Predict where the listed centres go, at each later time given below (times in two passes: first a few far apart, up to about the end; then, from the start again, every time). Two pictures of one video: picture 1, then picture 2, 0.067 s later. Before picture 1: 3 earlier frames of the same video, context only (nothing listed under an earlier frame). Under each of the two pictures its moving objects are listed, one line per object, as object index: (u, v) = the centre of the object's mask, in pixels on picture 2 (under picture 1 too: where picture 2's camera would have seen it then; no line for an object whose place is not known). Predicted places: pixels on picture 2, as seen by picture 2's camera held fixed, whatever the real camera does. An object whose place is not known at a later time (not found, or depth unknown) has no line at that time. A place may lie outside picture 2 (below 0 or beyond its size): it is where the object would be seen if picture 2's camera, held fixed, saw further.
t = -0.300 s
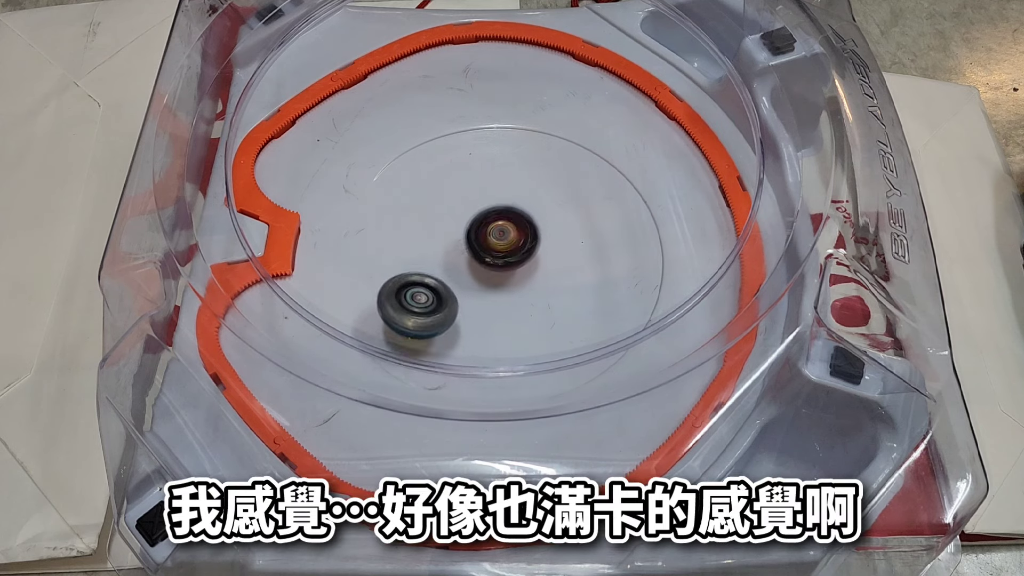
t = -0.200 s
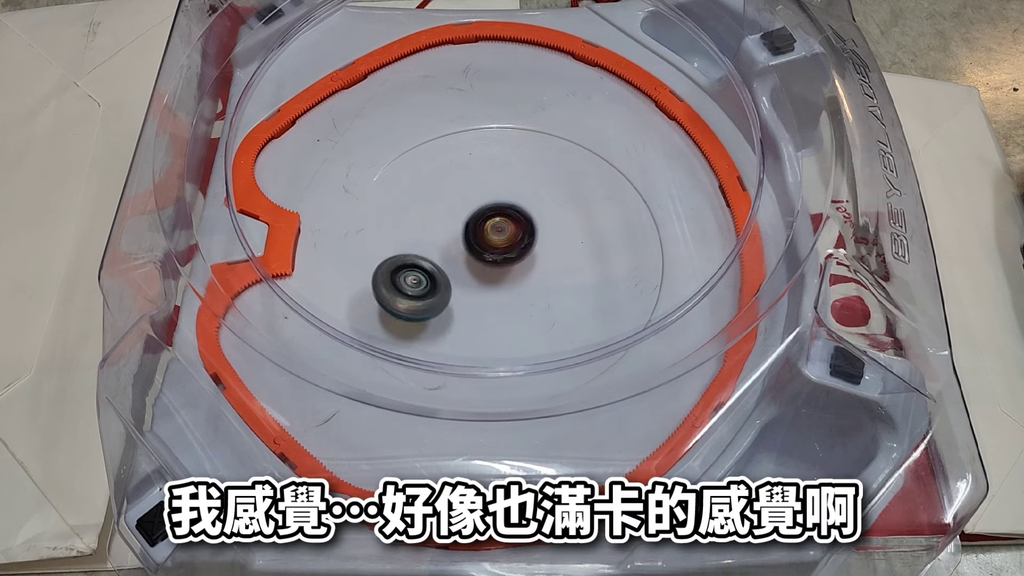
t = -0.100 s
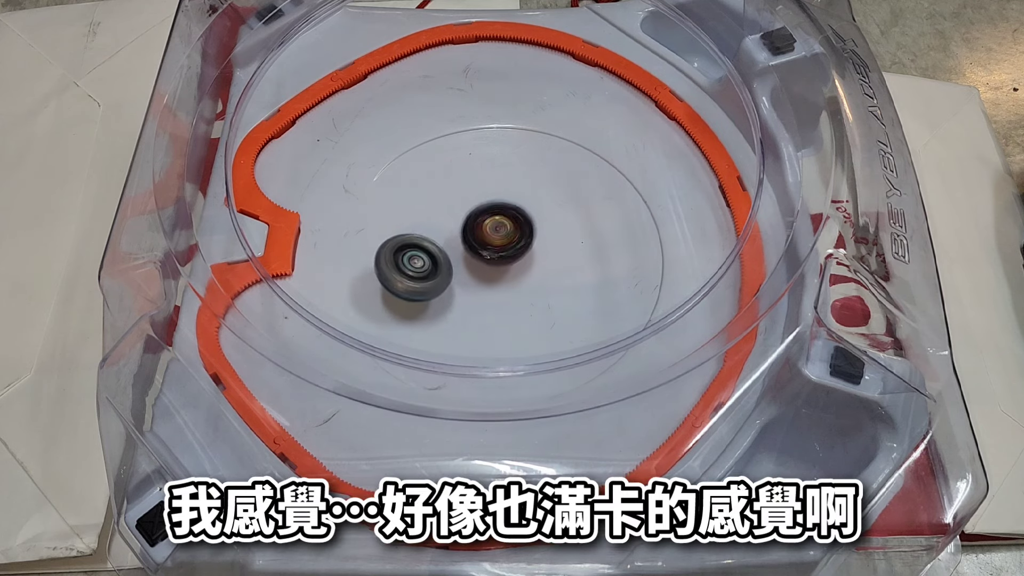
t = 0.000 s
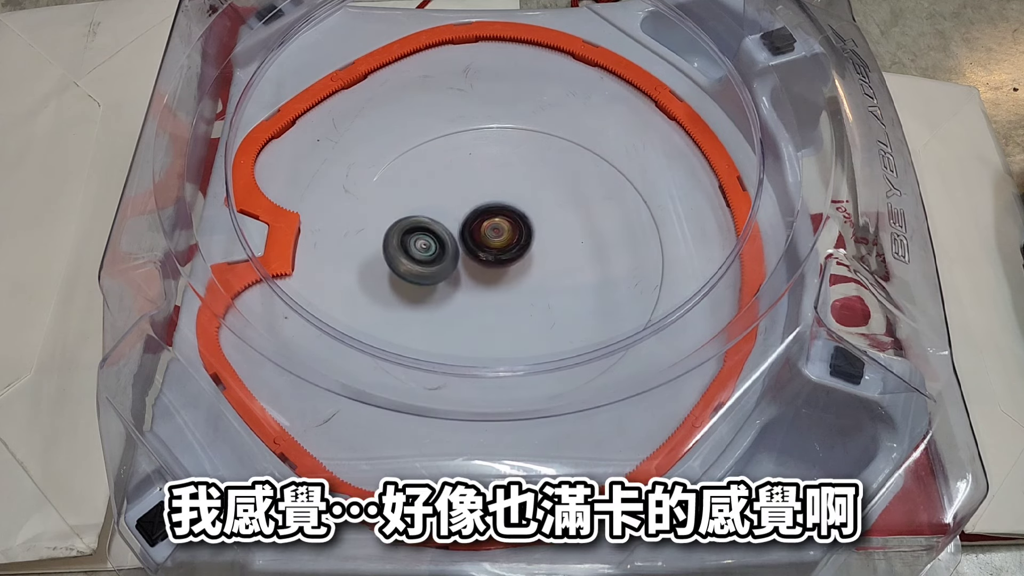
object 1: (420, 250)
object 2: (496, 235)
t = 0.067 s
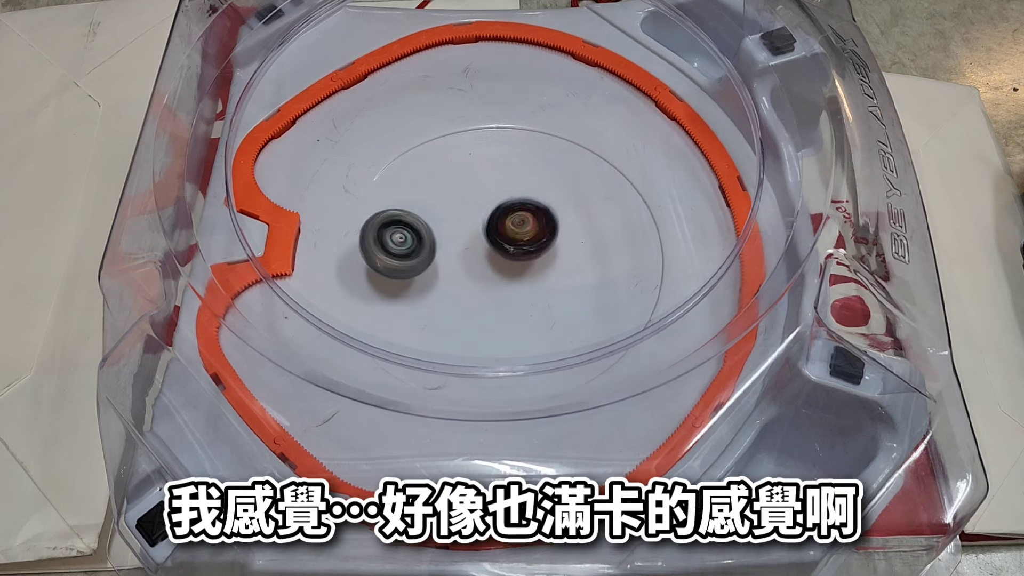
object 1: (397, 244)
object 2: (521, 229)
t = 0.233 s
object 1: (408, 229)
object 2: (562, 231)
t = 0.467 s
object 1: (458, 214)
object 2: (569, 254)
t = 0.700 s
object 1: (504, 185)
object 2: (514, 276)
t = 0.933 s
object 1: (538, 187)
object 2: (452, 285)
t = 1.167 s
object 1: (549, 219)
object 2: (432, 246)
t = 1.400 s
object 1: (543, 262)
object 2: (476, 216)
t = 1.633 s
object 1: (549, 302)
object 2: (496, 184)
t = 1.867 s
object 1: (526, 301)
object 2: (520, 209)
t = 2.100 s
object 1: (446, 354)
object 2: (541, 184)
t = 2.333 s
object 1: (435, 330)
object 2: (567, 169)
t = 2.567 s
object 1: (449, 285)
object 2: (535, 211)
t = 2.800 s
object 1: (407, 268)
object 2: (554, 221)
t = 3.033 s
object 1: (455, 254)
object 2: (535, 255)
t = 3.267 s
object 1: (410, 246)
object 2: (580, 272)
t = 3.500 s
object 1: (447, 256)
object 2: (536, 276)
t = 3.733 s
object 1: (376, 224)
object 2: (597, 289)
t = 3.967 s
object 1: (401, 242)
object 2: (566, 280)
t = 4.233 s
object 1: (414, 258)
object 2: (496, 224)
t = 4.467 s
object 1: (435, 271)
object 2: (461, 187)
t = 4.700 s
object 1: (467, 282)
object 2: (451, 186)
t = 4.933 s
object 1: (499, 284)
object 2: (466, 228)
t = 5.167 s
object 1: (556, 314)
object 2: (472, 240)
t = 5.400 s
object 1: (566, 306)
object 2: (484, 250)
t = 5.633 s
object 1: (565, 309)
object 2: (485, 244)
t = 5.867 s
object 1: (575, 313)
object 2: (496, 210)
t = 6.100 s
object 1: (553, 278)
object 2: (516, 217)
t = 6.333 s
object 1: (522, 285)
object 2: (547, 206)
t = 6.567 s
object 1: (494, 285)
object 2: (552, 218)
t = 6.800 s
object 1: (407, 320)
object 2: (566, 185)
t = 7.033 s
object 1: (390, 315)
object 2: (559, 199)
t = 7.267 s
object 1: (426, 291)
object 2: (501, 242)
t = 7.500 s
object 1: (392, 341)
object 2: (527, 203)
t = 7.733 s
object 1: (457, 316)
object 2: (523, 235)
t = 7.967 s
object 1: (436, 366)
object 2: (533, 211)
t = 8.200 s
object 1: (453, 327)
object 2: (550, 199)
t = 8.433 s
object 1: (483, 283)
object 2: (529, 225)
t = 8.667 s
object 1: (497, 281)
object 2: (515, 220)
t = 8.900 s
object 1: (514, 298)
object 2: (496, 224)
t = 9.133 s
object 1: (507, 300)
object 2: (476, 238)
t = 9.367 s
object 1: (516, 297)
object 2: (458, 232)
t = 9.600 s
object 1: (532, 284)
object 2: (466, 237)
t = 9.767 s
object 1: (552, 280)
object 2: (479, 245)
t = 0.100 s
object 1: (393, 240)
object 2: (531, 228)
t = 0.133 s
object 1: (393, 237)
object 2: (539, 228)
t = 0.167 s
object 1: (396, 233)
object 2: (547, 228)
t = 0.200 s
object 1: (402, 231)
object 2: (555, 229)
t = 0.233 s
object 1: (408, 229)
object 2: (562, 231)
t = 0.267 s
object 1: (415, 228)
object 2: (568, 233)
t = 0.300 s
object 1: (421, 226)
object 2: (572, 235)
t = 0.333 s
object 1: (429, 224)
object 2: (575, 239)
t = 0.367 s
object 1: (436, 222)
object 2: (576, 242)
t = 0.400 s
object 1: (443, 220)
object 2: (575, 246)
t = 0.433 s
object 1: (450, 216)
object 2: (573, 250)
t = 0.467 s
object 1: (458, 214)
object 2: (569, 254)
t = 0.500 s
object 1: (465, 211)
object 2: (563, 257)
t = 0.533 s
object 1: (473, 208)
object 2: (556, 259)
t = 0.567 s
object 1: (480, 205)
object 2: (547, 261)
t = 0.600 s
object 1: (488, 204)
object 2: (538, 262)
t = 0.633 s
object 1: (496, 201)
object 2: (528, 263)
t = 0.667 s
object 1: (500, 192)
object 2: (522, 270)
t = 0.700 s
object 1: (504, 185)
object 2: (514, 276)
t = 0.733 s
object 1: (510, 180)
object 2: (507, 280)
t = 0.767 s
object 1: (516, 179)
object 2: (497, 283)
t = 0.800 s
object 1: (522, 179)
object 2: (489, 285)
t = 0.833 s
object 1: (526, 181)
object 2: (479, 287)
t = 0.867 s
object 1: (531, 182)
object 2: (470, 288)
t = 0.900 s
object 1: (534, 185)
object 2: (461, 287)
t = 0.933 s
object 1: (538, 187)
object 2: (452, 285)
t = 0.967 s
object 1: (541, 191)
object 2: (445, 281)
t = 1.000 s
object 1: (543, 194)
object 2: (438, 277)
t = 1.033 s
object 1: (546, 199)
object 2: (433, 271)
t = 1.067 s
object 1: (547, 203)
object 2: (430, 266)
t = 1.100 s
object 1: (549, 208)
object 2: (429, 260)
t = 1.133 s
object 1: (549, 213)
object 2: (429, 253)
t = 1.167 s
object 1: (549, 219)
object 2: (432, 246)
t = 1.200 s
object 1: (548, 225)
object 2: (436, 240)
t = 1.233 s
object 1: (547, 230)
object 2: (441, 235)
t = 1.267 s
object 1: (546, 236)
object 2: (448, 230)
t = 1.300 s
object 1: (544, 241)
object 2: (456, 226)
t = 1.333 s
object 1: (542, 247)
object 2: (464, 223)
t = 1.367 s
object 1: (540, 253)
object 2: (473, 221)
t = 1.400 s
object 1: (543, 262)
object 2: (476, 216)
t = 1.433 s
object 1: (549, 274)
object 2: (475, 208)
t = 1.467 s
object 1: (552, 285)
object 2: (476, 202)
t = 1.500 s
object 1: (551, 291)
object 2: (479, 196)
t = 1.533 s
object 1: (550, 295)
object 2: (483, 192)
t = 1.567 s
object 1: (549, 298)
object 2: (487, 188)
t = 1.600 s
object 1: (550, 300)
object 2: (492, 186)
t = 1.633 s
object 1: (549, 302)
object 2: (496, 184)
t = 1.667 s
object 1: (549, 303)
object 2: (501, 184)
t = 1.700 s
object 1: (547, 304)
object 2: (506, 185)
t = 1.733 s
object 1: (544, 304)
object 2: (510, 188)
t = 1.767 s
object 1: (540, 303)
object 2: (513, 192)
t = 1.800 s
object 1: (536, 303)
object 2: (516, 197)
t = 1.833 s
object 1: (531, 302)
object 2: (519, 202)
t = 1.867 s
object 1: (526, 301)
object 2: (520, 209)
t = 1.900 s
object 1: (520, 300)
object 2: (522, 216)
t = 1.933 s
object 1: (513, 298)
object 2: (522, 224)
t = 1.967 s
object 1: (506, 296)
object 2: (521, 231)
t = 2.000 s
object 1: (495, 304)
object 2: (523, 227)
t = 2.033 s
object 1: (476, 327)
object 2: (530, 208)
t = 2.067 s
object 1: (460, 340)
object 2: (536, 194)
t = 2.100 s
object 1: (446, 354)
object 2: (541, 184)
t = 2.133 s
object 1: (437, 356)
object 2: (545, 178)
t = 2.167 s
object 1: (436, 350)
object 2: (550, 173)
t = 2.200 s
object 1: (437, 341)
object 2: (555, 169)
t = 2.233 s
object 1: (436, 338)
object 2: (560, 166)
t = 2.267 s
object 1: (436, 336)
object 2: (564, 165)
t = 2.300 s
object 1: (436, 333)
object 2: (566, 166)
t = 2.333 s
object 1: (435, 330)
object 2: (567, 169)
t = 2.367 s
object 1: (435, 325)
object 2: (566, 173)
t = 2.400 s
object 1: (435, 319)
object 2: (563, 178)
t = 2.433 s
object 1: (437, 313)
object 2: (559, 185)
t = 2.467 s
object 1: (439, 307)
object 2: (553, 191)
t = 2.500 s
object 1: (441, 300)
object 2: (548, 198)
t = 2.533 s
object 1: (445, 292)
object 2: (542, 204)
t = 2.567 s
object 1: (449, 285)
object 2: (535, 211)
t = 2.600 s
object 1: (453, 277)
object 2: (527, 219)
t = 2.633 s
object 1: (457, 269)
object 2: (519, 227)
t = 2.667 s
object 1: (440, 272)
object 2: (530, 221)
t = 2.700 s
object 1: (423, 275)
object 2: (540, 216)
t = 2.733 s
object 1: (412, 275)
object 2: (547, 215)
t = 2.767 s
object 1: (407, 272)
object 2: (551, 218)
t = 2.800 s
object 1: (407, 268)
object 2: (554, 221)
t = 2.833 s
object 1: (412, 265)
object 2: (556, 226)
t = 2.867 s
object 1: (418, 264)
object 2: (557, 231)
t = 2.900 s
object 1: (425, 262)
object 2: (555, 236)
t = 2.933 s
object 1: (432, 260)
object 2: (553, 241)
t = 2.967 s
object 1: (440, 258)
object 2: (548, 246)
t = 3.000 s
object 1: (447, 257)
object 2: (542, 251)
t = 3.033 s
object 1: (455, 254)
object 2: (535, 255)
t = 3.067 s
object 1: (438, 253)
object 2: (550, 255)
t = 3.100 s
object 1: (420, 250)
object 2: (564, 256)
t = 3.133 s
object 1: (408, 248)
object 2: (572, 258)
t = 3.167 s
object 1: (403, 246)
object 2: (576, 261)
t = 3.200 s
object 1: (403, 245)
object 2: (579, 265)
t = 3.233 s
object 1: (406, 245)
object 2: (581, 268)
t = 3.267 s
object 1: (410, 246)
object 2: (580, 272)
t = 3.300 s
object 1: (415, 248)
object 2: (577, 275)
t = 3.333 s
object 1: (420, 250)
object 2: (573, 277)
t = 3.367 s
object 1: (425, 251)
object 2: (567, 278)
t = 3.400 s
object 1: (431, 253)
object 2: (559, 279)
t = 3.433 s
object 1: (437, 255)
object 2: (552, 278)
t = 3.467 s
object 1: (442, 256)
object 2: (544, 277)
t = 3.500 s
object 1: (447, 256)
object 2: (536, 276)
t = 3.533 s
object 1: (451, 257)
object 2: (530, 274)
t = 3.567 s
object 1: (424, 247)
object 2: (555, 277)
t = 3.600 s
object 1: (402, 239)
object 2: (574, 280)
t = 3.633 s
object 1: (387, 231)
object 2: (585, 283)
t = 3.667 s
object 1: (378, 225)
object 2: (591, 285)
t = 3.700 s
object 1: (375, 223)
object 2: (594, 287)
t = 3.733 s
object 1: (376, 224)
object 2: (597, 289)
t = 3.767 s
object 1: (379, 226)
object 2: (598, 290)
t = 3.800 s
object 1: (382, 228)
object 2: (597, 291)
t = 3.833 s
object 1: (385, 231)
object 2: (593, 291)
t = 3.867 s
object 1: (388, 234)
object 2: (587, 289)
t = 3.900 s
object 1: (392, 237)
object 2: (580, 286)
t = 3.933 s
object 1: (396, 239)
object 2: (573, 284)
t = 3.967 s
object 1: (401, 242)
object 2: (566, 280)
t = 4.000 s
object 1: (405, 244)
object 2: (558, 277)
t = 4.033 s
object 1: (410, 246)
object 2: (548, 272)
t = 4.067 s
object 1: (415, 248)
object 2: (537, 266)
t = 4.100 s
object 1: (421, 250)
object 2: (525, 259)
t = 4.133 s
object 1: (427, 252)
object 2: (513, 252)
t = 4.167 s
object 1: (428, 253)
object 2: (505, 243)
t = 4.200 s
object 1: (420, 257)
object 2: (502, 233)
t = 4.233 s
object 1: (414, 258)
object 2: (496, 224)
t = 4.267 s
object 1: (413, 257)
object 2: (491, 217)
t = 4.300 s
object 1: (415, 258)
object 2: (485, 210)
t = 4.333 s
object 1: (419, 261)
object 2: (479, 204)
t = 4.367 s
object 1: (422, 263)
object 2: (473, 198)
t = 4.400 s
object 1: (427, 266)
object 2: (469, 194)
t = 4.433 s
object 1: (431, 268)
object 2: (466, 190)
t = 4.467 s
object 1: (435, 271)
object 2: (461, 187)
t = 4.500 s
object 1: (439, 273)
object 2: (458, 183)
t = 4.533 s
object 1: (443, 275)
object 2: (455, 181)
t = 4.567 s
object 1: (448, 277)
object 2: (451, 179)
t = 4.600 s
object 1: (452, 278)
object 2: (450, 179)
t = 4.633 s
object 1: (458, 280)
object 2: (450, 179)
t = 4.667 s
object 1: (463, 281)
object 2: (450, 182)
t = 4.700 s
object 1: (467, 282)
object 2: (451, 186)
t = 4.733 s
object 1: (472, 282)
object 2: (452, 191)
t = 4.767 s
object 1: (477, 282)
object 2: (453, 197)
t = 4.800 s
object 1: (482, 283)
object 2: (455, 202)
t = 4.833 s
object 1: (486, 283)
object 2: (457, 208)
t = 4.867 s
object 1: (491, 283)
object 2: (460, 214)
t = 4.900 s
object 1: (495, 283)
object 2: (463, 221)
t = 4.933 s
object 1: (499, 284)
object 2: (466, 228)
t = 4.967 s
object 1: (508, 288)
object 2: (469, 233)
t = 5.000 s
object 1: (514, 291)
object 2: (472, 238)
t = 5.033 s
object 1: (520, 293)
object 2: (474, 243)
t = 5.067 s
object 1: (532, 301)
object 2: (473, 243)
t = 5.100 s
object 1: (543, 308)
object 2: (471, 241)
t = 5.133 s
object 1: (550, 312)
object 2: (471, 240)
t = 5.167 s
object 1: (556, 314)
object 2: (472, 240)
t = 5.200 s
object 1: (560, 314)
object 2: (473, 241)
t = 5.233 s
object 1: (563, 313)
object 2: (475, 242)
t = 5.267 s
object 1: (565, 311)
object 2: (477, 243)
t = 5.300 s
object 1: (566, 310)
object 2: (479, 244)
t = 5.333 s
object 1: (566, 308)
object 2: (481, 246)
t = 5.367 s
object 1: (567, 307)
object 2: (482, 248)
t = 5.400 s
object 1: (566, 306)
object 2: (484, 250)
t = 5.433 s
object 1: (565, 305)
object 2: (485, 252)
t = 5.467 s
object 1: (563, 303)
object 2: (487, 253)
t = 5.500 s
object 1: (560, 301)
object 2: (488, 255)
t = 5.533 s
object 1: (557, 299)
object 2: (490, 256)
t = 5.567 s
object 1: (554, 296)
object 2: (491, 257)
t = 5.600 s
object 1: (554, 296)
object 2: (490, 255)
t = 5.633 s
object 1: (565, 309)
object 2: (485, 244)
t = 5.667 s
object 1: (575, 319)
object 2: (481, 235)
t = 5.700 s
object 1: (581, 322)
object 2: (480, 229)
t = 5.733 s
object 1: (581, 323)
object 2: (483, 225)
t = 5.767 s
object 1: (580, 322)
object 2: (486, 220)
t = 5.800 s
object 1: (579, 320)
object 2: (489, 216)
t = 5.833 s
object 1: (578, 317)
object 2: (492, 213)
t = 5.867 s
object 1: (575, 313)
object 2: (496, 210)
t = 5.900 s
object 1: (573, 309)
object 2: (500, 209)
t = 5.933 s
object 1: (570, 305)
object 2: (503, 209)
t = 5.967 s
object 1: (567, 301)
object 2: (506, 209)
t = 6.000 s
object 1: (563, 296)
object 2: (509, 210)
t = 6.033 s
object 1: (560, 290)
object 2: (512, 212)
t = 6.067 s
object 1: (556, 284)
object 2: (515, 214)
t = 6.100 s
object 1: (553, 278)
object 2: (516, 217)
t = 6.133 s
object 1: (549, 276)
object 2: (519, 217)
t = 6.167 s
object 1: (542, 288)
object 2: (523, 209)
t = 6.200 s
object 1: (535, 294)
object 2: (528, 203)
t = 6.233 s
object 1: (529, 294)
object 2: (532, 201)
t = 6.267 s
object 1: (525, 292)
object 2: (538, 202)
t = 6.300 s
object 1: (524, 288)
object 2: (543, 203)
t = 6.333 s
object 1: (522, 285)
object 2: (547, 206)
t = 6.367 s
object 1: (521, 282)
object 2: (549, 210)
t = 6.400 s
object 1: (520, 278)
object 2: (551, 215)
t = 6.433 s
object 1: (516, 277)
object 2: (552, 218)
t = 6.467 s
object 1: (508, 285)
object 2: (554, 215)
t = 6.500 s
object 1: (501, 288)
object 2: (555, 215)
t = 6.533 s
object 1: (496, 287)
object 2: (555, 216)
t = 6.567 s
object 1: (494, 285)
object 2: (552, 218)
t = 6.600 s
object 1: (493, 282)
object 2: (549, 220)
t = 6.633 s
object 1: (492, 280)
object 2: (545, 223)
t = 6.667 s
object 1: (491, 277)
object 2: (539, 225)
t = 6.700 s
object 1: (476, 284)
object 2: (542, 217)
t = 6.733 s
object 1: (447, 302)
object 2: (554, 202)
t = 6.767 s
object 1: (424, 313)
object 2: (562, 191)
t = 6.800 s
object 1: (407, 320)
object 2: (566, 185)
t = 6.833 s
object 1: (399, 321)
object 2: (569, 182)
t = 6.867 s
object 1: (395, 321)
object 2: (572, 182)
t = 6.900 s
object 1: (394, 321)
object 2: (573, 183)
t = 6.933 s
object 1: (392, 321)
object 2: (572, 185)
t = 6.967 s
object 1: (391, 319)
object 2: (570, 189)
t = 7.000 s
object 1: (390, 318)
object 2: (565, 194)
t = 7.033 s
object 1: (390, 315)
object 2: (559, 199)
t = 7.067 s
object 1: (391, 313)
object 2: (554, 203)
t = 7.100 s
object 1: (394, 310)
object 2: (548, 208)
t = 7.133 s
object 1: (398, 307)
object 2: (541, 214)
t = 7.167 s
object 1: (403, 304)
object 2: (533, 221)
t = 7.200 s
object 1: (410, 299)
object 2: (524, 228)
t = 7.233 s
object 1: (417, 296)
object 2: (512, 235)
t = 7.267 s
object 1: (426, 291)
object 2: (501, 242)
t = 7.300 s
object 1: (433, 289)
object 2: (490, 248)
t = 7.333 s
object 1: (412, 307)
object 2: (501, 233)
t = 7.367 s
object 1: (396, 320)
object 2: (510, 220)
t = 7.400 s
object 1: (387, 326)
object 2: (518, 210)
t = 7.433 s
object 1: (378, 342)
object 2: (523, 203)
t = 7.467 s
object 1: (380, 346)
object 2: (526, 201)
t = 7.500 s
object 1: (392, 341)
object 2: (527, 203)
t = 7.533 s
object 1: (405, 332)
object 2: (529, 207)
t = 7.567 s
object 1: (415, 331)
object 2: (529, 210)
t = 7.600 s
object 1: (424, 330)
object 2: (529, 215)
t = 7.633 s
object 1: (434, 327)
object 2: (529, 220)
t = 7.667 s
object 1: (443, 322)
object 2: (528, 225)
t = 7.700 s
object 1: (450, 319)
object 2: (525, 229)
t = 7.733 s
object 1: (457, 316)
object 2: (523, 235)
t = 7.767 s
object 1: (461, 314)
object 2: (520, 240)
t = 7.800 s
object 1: (465, 313)
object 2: (518, 246)
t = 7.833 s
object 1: (469, 311)
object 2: (515, 251)
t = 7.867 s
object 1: (473, 309)
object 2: (512, 255)
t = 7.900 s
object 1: (460, 331)
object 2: (521, 240)
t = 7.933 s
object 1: (450, 340)
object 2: (528, 223)
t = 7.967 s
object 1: (436, 366)
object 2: (533, 211)
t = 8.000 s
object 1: (430, 374)
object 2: (537, 204)
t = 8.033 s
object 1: (429, 374)
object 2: (540, 201)
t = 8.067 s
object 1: (431, 363)
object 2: (543, 199)
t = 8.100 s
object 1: (439, 352)
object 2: (547, 197)
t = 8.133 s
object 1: (444, 341)
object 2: (549, 197)
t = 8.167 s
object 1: (447, 335)
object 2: (550, 197)
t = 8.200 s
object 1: (453, 327)
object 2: (550, 199)
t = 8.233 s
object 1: (459, 318)
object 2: (548, 202)
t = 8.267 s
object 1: (465, 310)
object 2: (545, 205)
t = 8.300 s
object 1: (469, 304)
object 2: (542, 209)
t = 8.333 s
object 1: (474, 297)
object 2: (539, 213)
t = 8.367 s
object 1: (477, 290)
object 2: (536, 217)
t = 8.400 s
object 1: (482, 284)
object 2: (532, 222)
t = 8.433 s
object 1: (483, 283)
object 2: (529, 225)
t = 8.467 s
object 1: (480, 285)
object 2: (529, 222)
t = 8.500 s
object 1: (479, 286)
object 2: (527, 223)
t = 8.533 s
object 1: (479, 286)
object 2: (524, 222)
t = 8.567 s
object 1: (481, 283)
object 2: (522, 222)
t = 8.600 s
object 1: (485, 281)
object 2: (520, 221)
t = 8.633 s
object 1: (492, 280)
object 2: (518, 221)
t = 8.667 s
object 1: (497, 281)
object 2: (515, 220)
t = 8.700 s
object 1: (502, 286)
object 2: (512, 220)
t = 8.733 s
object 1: (504, 289)
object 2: (510, 220)
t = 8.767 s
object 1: (507, 290)
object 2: (507, 220)
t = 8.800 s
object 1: (512, 291)
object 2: (505, 220)
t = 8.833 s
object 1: (513, 294)
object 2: (502, 222)
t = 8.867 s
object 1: (514, 296)
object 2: (499, 223)
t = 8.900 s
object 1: (514, 298)
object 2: (496, 224)
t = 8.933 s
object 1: (514, 299)
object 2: (493, 227)
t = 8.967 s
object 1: (513, 300)
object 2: (491, 229)
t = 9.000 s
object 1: (512, 300)
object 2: (488, 232)
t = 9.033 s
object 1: (510, 299)
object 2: (485, 235)
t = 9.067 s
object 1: (510, 298)
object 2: (483, 238)
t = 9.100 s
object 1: (509, 300)
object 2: (479, 238)
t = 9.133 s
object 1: (507, 300)
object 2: (476, 238)
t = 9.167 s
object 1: (505, 298)
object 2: (475, 238)
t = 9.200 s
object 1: (505, 296)
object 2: (472, 238)
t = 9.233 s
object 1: (512, 301)
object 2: (466, 235)
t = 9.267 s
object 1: (515, 303)
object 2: (463, 234)
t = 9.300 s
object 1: (514, 303)
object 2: (461, 233)
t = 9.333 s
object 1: (514, 300)
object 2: (459, 232)
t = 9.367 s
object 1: (516, 297)
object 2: (458, 232)
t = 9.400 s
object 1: (519, 295)
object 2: (457, 231)
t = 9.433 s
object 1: (522, 293)
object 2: (457, 232)
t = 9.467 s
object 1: (524, 293)
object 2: (458, 232)
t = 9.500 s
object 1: (526, 291)
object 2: (459, 233)
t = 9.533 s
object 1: (527, 289)
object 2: (460, 234)
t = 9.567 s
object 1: (530, 286)
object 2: (462, 235)
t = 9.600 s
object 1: (532, 284)
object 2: (466, 237)
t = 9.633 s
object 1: (535, 283)
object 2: (469, 239)
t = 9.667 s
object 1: (538, 280)
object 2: (472, 241)
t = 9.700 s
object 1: (539, 279)
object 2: (477, 244)
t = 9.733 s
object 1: (545, 279)
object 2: (478, 244)
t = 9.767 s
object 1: (552, 280)
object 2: (479, 245)
